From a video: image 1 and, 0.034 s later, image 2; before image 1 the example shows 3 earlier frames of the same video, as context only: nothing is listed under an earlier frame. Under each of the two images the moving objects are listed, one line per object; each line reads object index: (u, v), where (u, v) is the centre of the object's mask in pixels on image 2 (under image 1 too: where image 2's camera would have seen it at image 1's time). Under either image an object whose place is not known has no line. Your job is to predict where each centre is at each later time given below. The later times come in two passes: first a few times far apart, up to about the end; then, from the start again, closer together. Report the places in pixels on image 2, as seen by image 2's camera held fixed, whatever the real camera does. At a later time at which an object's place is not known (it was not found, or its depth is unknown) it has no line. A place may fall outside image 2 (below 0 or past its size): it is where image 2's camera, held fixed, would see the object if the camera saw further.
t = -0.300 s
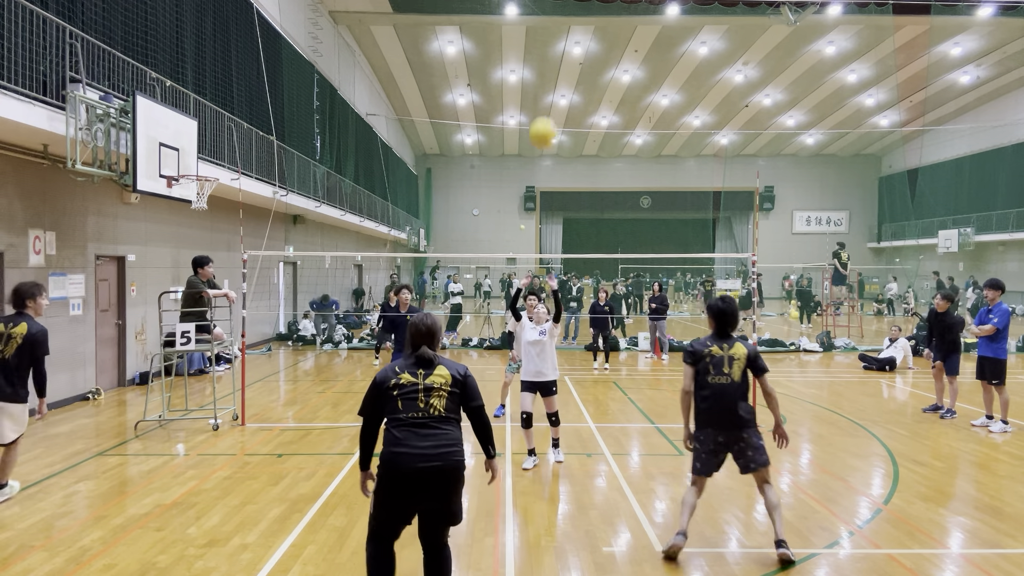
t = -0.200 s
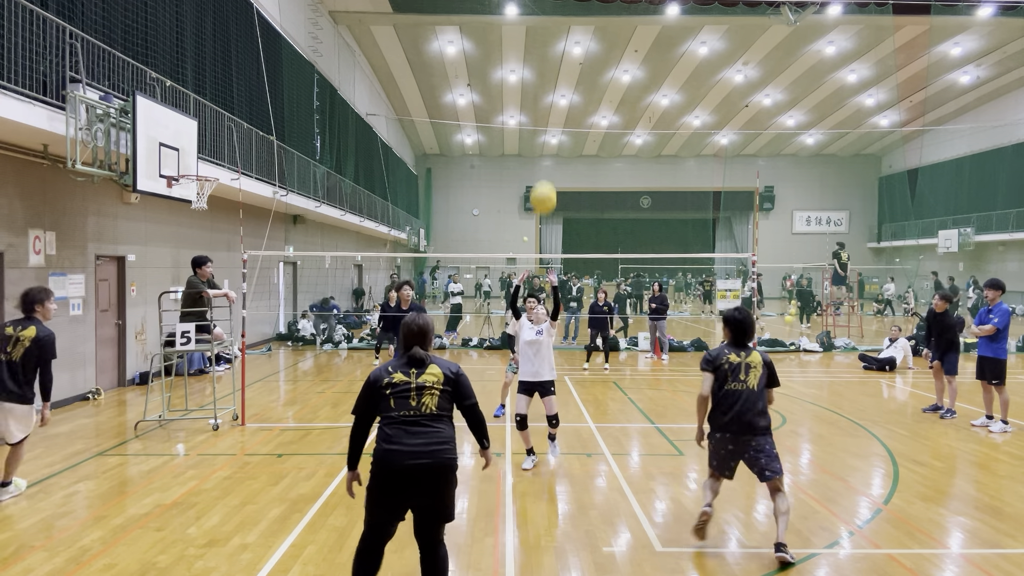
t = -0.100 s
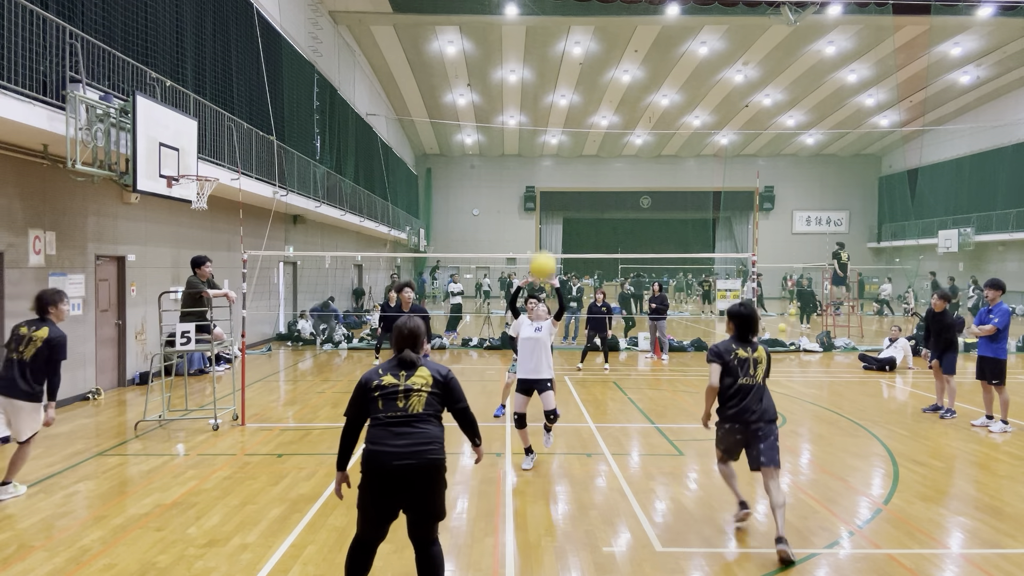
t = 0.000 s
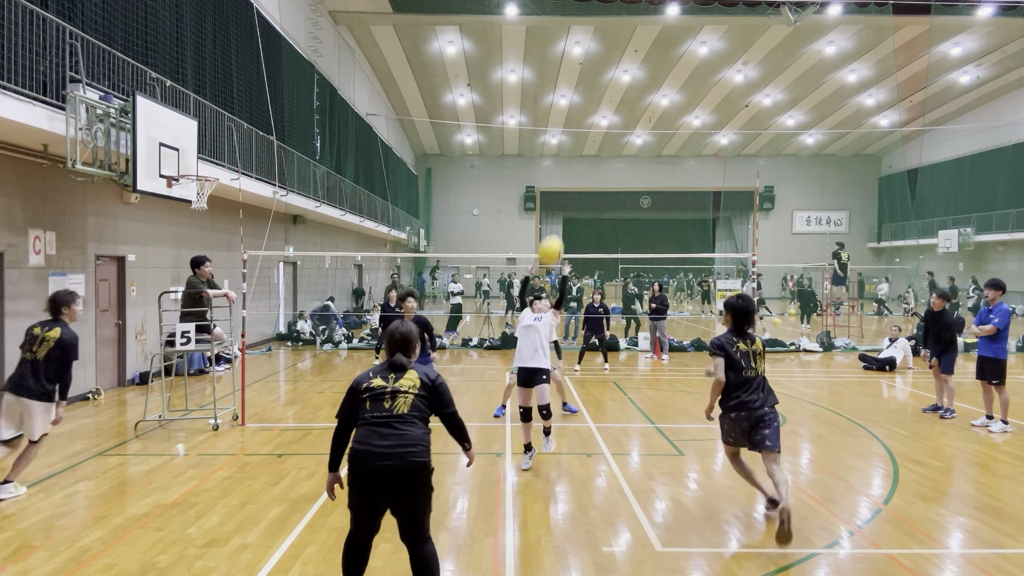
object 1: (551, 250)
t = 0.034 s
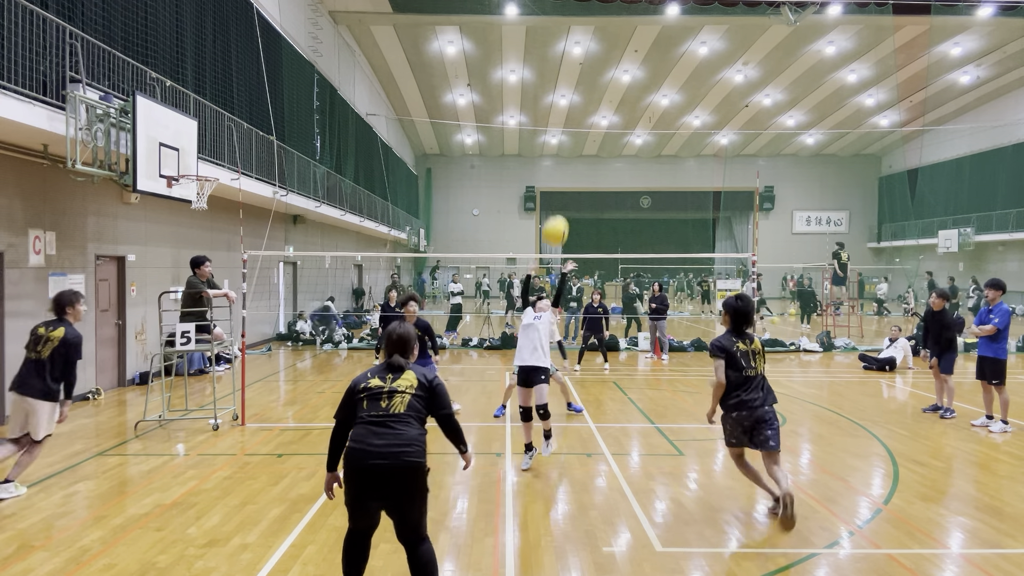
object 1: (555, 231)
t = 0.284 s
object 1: (587, 123)
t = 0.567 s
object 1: (618, 84)
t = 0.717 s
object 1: (631, 95)
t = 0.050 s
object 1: (558, 222)
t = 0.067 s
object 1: (560, 213)
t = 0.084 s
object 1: (562, 205)
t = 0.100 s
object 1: (564, 196)
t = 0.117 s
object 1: (567, 188)
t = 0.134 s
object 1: (569, 180)
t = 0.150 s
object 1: (571, 171)
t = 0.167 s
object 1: (574, 164)
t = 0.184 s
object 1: (576, 157)
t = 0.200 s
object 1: (578, 151)
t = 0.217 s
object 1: (580, 145)
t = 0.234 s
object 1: (582, 139)
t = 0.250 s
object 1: (584, 133)
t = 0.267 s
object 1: (586, 128)
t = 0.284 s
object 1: (587, 123)
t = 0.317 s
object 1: (592, 113)
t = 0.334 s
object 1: (594, 109)
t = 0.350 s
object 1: (596, 106)
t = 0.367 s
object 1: (598, 102)
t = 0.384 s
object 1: (600, 99)
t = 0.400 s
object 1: (601, 96)
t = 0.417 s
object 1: (603, 94)
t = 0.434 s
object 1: (605, 92)
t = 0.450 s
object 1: (606, 90)
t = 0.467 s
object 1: (608, 88)
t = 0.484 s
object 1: (609, 87)
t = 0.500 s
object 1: (611, 86)
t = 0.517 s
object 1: (612, 85)
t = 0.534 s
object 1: (614, 85)
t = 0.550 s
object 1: (616, 84)
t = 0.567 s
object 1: (618, 84)
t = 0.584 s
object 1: (619, 84)
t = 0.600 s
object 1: (620, 85)
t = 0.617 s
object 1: (622, 85)
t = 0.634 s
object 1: (623, 86)
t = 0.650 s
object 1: (625, 88)
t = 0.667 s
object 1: (627, 89)
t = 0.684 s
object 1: (628, 92)
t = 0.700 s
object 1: (630, 93)
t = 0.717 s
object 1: (631, 95)
